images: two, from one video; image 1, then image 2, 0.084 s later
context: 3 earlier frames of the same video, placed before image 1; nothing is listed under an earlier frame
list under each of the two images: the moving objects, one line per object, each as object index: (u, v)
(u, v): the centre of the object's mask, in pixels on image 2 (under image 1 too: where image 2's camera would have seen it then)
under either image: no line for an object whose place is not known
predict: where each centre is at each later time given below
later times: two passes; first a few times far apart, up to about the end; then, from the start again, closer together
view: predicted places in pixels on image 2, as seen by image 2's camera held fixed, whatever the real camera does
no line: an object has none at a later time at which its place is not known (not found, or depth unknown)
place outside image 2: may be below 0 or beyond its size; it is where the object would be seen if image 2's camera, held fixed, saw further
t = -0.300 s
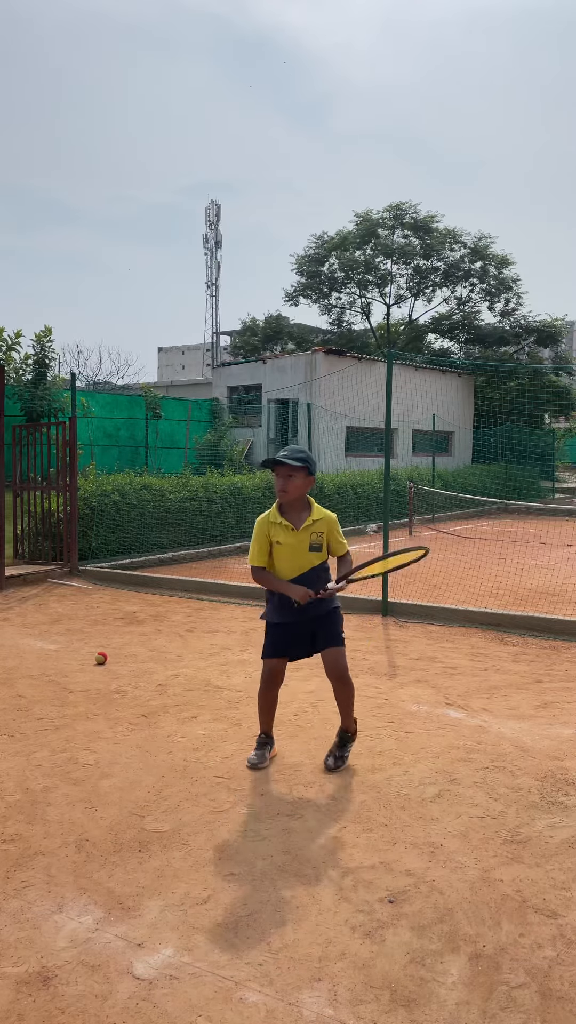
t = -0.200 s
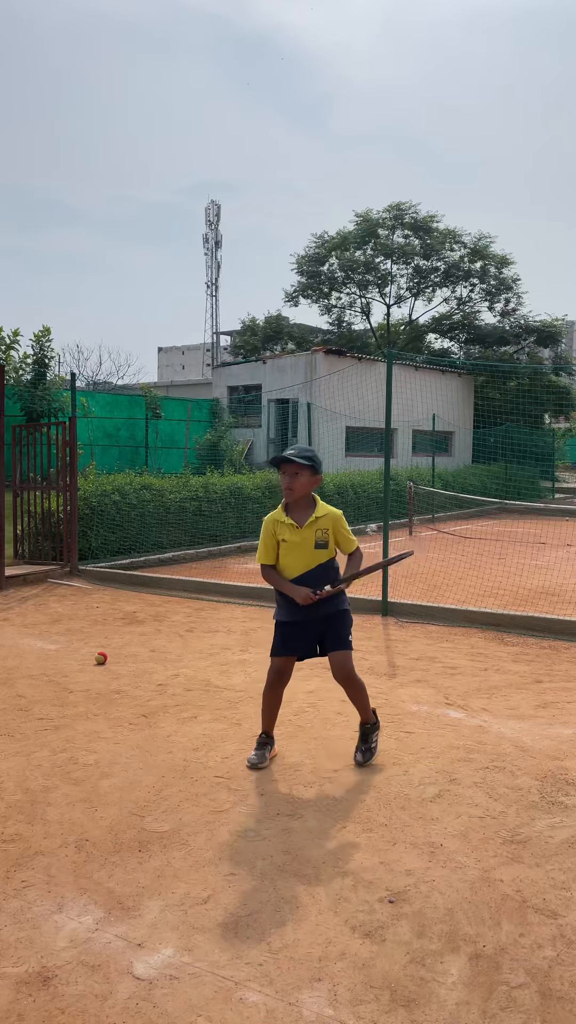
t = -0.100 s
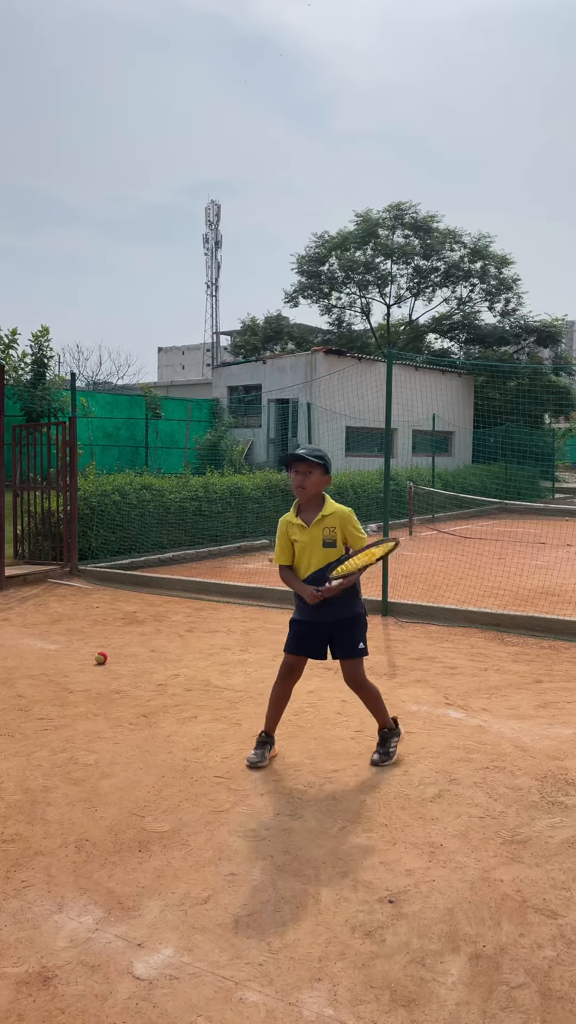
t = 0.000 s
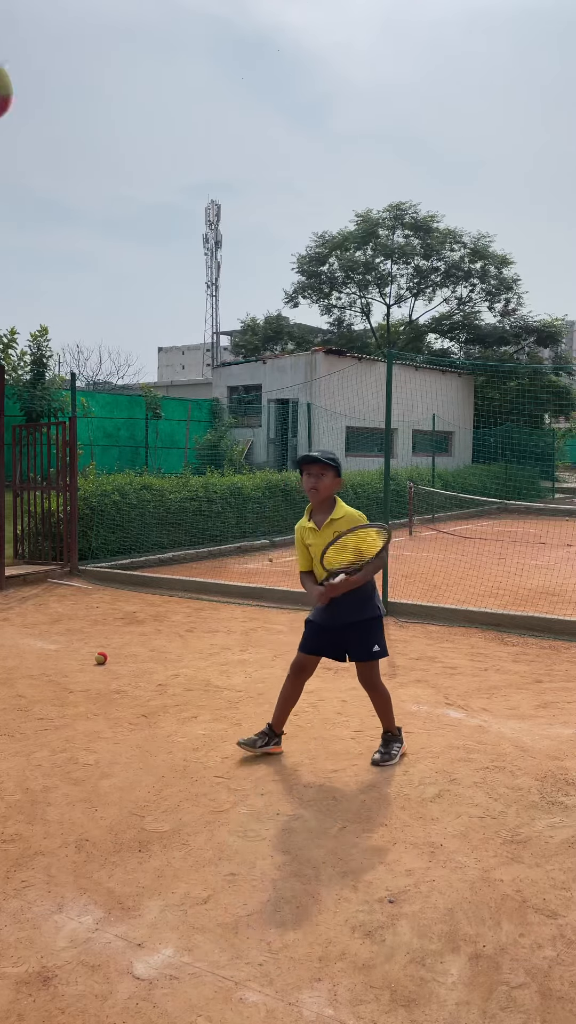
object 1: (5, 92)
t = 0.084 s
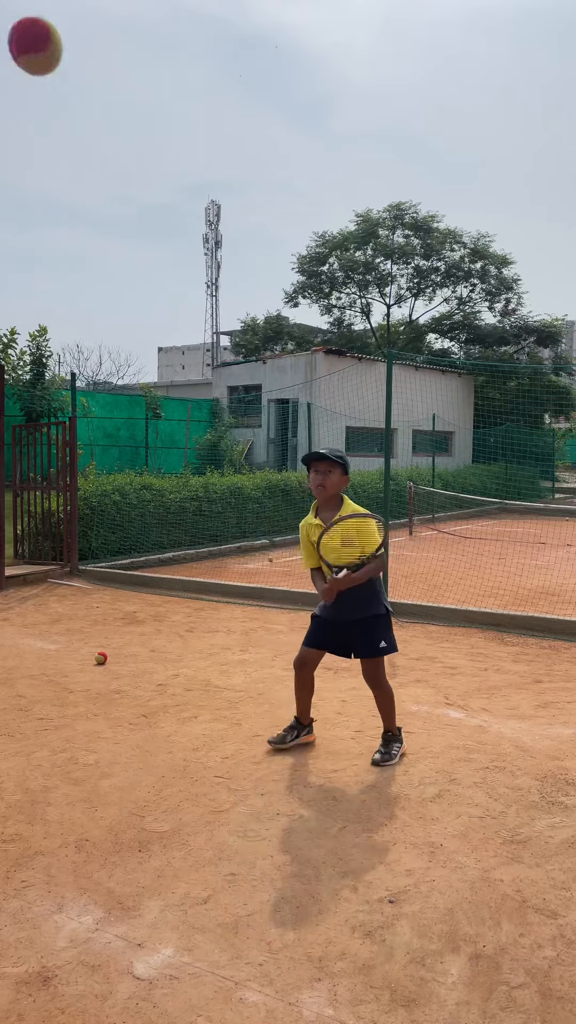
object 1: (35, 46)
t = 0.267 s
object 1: (112, 117)
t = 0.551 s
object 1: (175, 411)
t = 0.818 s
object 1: (203, 753)
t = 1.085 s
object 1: (223, 587)
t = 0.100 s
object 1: (44, 44)
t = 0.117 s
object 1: (53, 45)
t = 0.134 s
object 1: (61, 48)
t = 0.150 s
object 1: (69, 52)
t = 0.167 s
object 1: (76, 58)
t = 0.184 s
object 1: (82, 65)
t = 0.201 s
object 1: (89, 73)
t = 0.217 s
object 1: (95, 82)
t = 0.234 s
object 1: (101, 93)
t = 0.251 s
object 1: (106, 104)
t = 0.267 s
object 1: (112, 117)
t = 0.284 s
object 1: (117, 130)
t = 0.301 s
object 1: (121, 144)
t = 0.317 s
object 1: (126, 158)
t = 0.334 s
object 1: (131, 173)
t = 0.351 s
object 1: (135, 189)
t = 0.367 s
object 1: (139, 205)
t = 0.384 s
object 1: (143, 222)
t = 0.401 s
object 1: (147, 240)
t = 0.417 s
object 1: (150, 257)
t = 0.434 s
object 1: (154, 276)
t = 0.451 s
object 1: (157, 294)
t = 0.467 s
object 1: (160, 313)
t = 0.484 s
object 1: (163, 332)
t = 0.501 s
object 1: (166, 351)
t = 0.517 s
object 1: (169, 371)
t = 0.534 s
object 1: (172, 391)
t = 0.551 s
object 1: (175, 411)
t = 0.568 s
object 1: (177, 431)
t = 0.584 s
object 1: (180, 452)
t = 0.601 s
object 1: (181, 472)
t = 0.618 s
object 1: (183, 493)
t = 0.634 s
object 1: (186, 514)
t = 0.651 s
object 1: (188, 536)
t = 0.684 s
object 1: (192, 578)
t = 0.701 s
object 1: (194, 598)
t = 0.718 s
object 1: (195, 621)
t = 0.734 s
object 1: (197, 643)
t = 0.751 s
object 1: (198, 665)
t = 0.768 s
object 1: (199, 687)
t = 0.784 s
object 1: (201, 709)
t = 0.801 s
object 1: (202, 731)
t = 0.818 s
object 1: (203, 753)
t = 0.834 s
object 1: (204, 777)
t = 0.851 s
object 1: (206, 802)
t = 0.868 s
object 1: (207, 788)
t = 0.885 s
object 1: (208, 765)
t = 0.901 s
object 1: (210, 745)
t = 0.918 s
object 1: (211, 726)
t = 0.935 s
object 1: (212, 708)
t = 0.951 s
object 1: (214, 691)
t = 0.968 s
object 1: (215, 675)
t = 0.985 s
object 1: (216, 658)
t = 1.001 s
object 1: (217, 643)
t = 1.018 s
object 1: (218, 631)
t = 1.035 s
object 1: (220, 620)
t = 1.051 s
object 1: (221, 607)
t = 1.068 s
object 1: (222, 596)
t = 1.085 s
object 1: (223, 587)
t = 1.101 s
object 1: (223, 578)
